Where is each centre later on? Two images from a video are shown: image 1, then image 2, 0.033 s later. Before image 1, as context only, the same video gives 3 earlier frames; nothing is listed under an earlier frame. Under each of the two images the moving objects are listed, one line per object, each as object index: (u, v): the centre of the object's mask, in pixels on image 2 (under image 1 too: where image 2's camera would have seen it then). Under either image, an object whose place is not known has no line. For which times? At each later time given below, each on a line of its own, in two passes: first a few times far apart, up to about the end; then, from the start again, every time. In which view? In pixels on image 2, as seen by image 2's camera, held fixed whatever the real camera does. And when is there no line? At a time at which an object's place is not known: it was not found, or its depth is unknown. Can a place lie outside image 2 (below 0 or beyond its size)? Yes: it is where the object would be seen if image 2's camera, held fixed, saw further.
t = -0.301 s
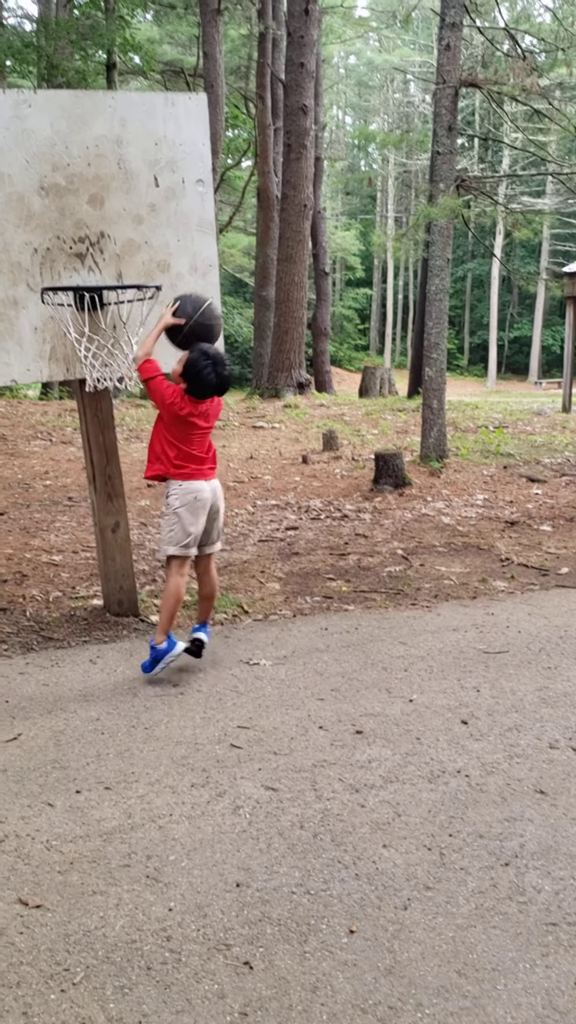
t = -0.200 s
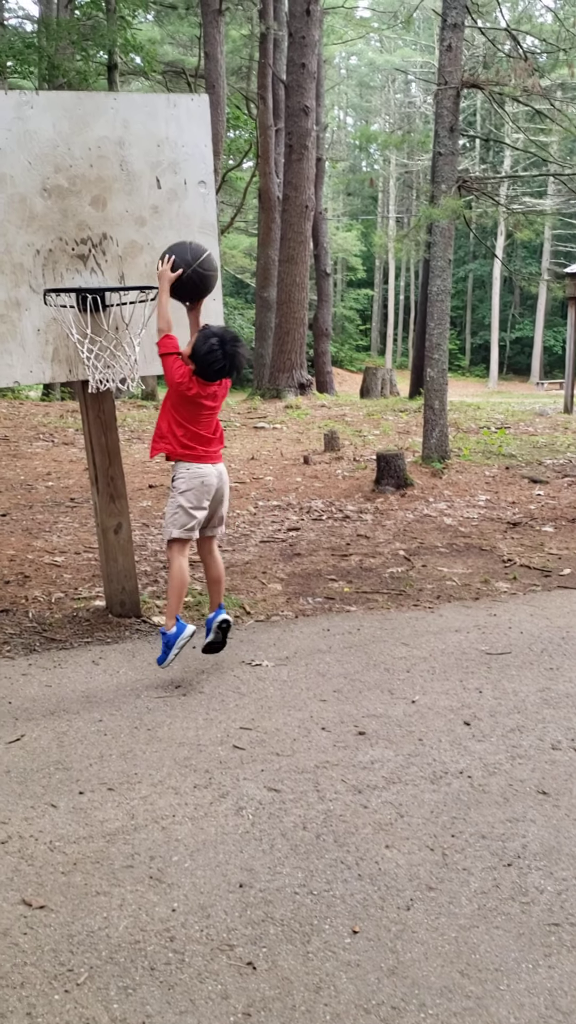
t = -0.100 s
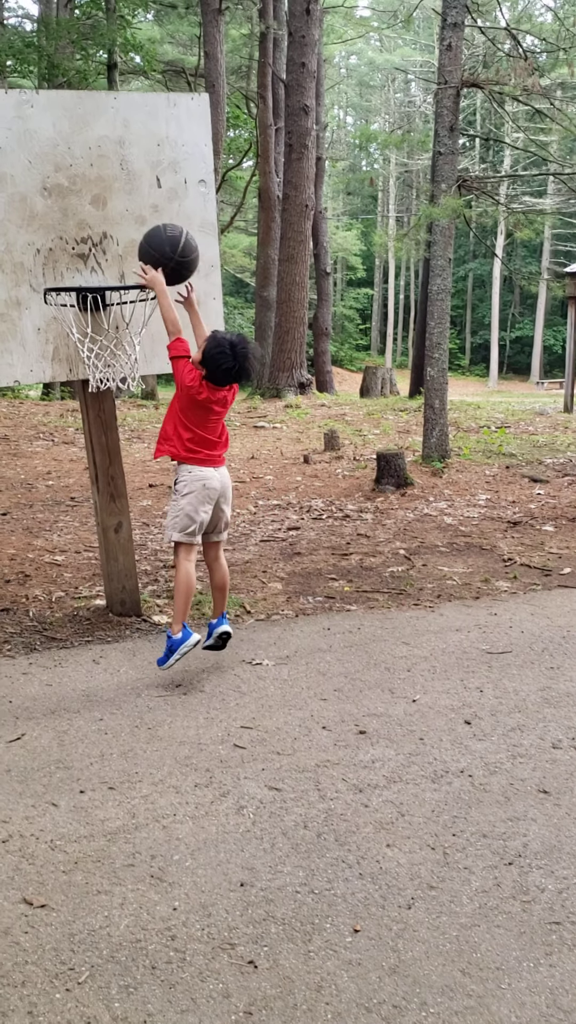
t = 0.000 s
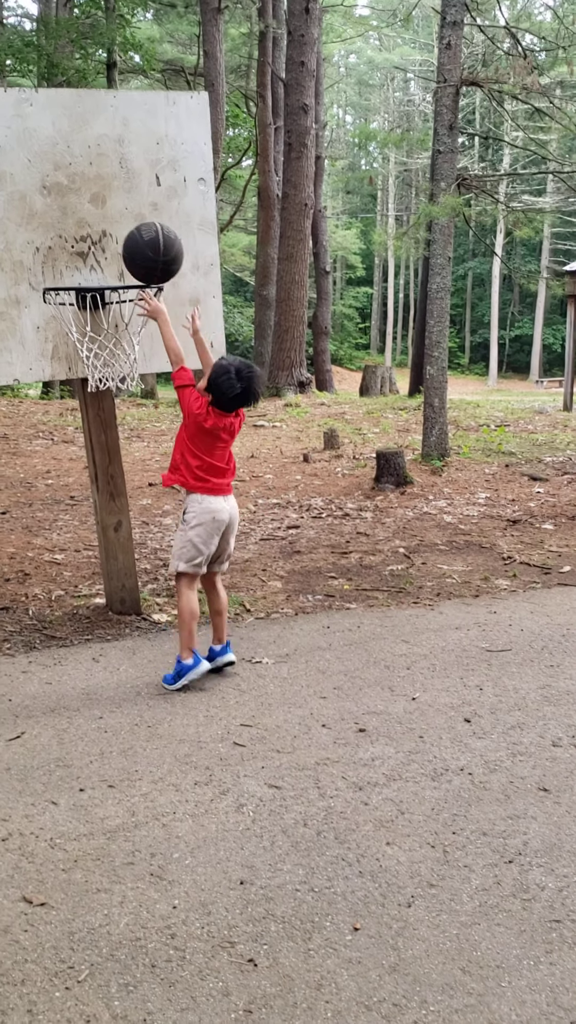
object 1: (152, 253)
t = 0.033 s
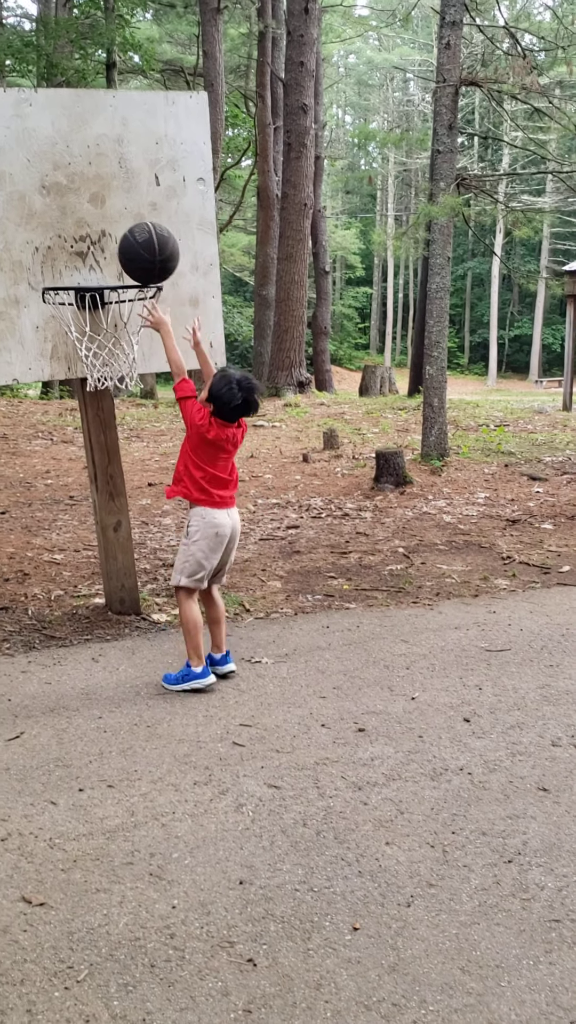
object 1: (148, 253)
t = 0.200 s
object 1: (135, 254)
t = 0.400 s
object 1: (126, 282)
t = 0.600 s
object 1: (124, 404)
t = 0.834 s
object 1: (122, 671)
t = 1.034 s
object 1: (124, 499)
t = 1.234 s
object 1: (130, 413)
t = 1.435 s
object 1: (142, 438)
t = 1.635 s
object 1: (157, 583)
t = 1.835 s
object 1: (172, 679)
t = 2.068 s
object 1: (201, 547)
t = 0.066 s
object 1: (145, 253)
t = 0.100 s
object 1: (142, 252)
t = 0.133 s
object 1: (140, 252)
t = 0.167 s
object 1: (137, 252)
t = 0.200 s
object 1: (135, 254)
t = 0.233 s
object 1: (133, 256)
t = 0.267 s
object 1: (131, 257)
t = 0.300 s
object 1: (129, 260)
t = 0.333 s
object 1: (128, 265)
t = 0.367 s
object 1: (127, 272)
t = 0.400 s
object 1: (126, 282)
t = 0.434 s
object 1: (125, 295)
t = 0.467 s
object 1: (125, 311)
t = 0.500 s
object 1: (124, 331)
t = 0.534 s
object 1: (124, 352)
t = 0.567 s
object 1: (123, 377)
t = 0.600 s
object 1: (124, 404)
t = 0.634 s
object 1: (122, 435)
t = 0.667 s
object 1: (122, 467)
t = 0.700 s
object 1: (122, 503)
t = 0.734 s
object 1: (122, 540)
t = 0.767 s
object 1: (122, 582)
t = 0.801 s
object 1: (122, 623)
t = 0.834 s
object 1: (122, 671)
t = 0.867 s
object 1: (122, 641)
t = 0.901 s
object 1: (122, 608)
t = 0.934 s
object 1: (123, 579)
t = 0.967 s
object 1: (123, 548)
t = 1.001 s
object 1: (124, 522)
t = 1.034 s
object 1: (124, 499)
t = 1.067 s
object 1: (125, 478)
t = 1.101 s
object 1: (126, 459)
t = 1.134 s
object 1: (127, 443)
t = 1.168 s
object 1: (128, 429)
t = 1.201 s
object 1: (129, 420)
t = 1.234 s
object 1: (130, 413)
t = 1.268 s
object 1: (132, 409)
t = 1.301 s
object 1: (134, 408)
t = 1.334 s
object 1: (136, 411)
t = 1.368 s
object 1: (138, 416)
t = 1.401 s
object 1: (140, 425)
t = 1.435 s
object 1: (142, 438)
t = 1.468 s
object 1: (145, 453)
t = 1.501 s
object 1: (147, 473)
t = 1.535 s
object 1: (148, 496)
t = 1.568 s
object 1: (150, 522)
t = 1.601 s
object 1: (153, 551)
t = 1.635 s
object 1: (157, 583)
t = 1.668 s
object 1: (159, 619)
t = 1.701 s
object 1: (161, 660)
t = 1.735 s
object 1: (163, 702)
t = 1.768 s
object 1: (165, 744)
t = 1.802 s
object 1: (169, 710)
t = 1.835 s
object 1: (172, 679)
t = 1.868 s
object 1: (176, 652)
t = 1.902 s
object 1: (179, 627)
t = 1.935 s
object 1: (182, 606)
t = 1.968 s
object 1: (186, 586)
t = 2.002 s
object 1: (192, 570)
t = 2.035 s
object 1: (198, 555)
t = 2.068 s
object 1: (201, 547)
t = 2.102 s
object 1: (205, 542)
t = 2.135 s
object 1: (209, 541)
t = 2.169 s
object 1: (213, 543)
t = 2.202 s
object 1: (218, 548)
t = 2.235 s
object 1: (222, 559)
